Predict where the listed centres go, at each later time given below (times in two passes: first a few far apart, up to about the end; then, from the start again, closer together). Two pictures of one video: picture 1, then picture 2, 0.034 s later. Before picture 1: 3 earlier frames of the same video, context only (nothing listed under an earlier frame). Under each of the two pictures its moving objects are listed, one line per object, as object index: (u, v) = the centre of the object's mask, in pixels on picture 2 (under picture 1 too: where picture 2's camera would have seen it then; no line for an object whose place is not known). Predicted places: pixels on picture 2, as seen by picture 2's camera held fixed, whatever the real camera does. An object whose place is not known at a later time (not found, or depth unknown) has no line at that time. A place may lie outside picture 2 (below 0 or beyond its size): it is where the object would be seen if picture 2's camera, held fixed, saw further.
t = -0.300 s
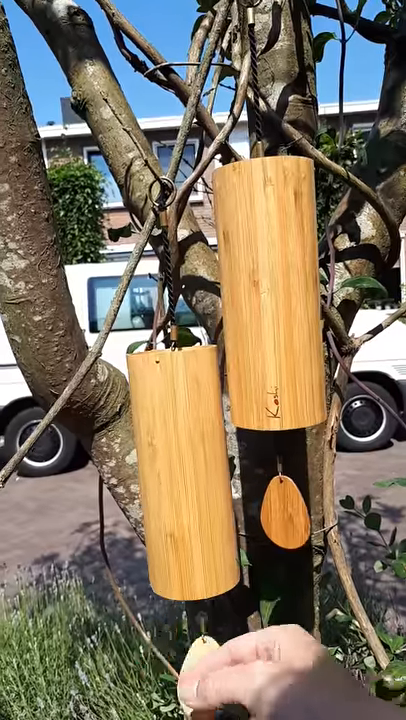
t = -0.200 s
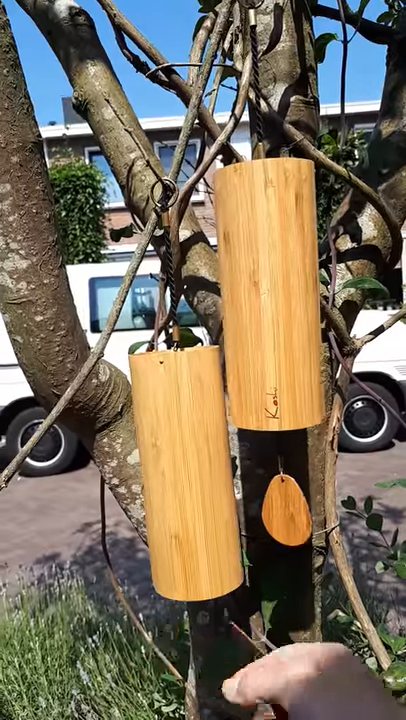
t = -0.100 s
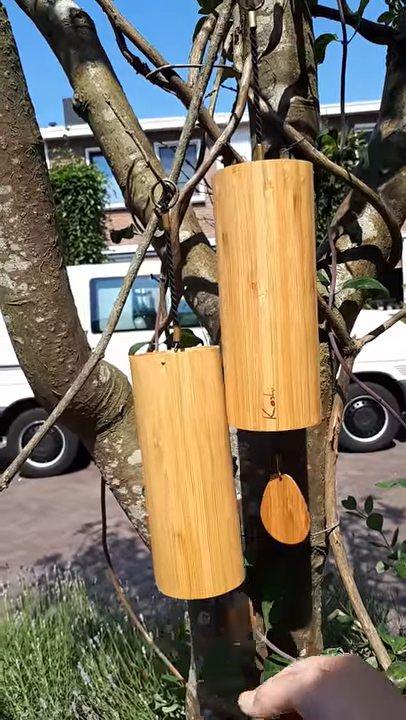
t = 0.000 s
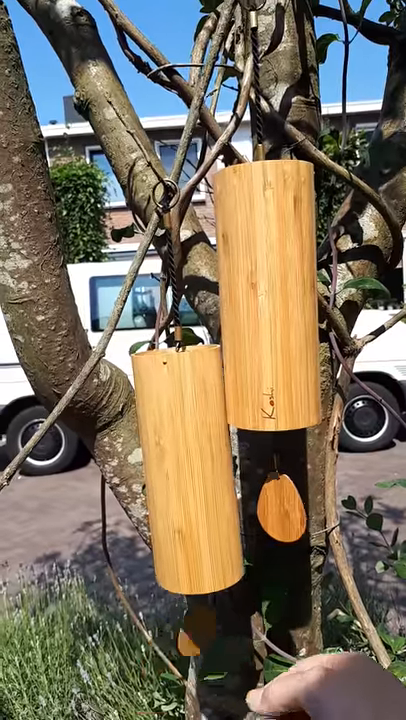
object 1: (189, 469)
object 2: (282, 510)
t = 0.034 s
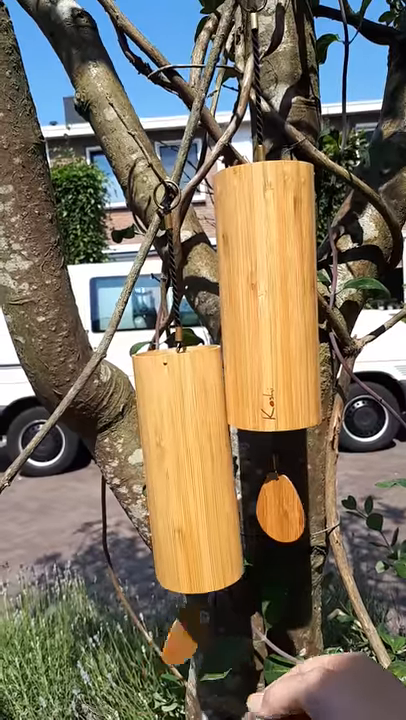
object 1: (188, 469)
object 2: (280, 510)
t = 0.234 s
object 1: (185, 464)
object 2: (277, 513)
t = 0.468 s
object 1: (183, 466)
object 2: (285, 514)
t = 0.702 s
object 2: (288, 511)
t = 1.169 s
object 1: (183, 468)
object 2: (273, 517)
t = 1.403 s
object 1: (181, 466)
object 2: (276, 515)
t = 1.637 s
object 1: (185, 467)
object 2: (280, 510)
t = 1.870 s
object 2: (282, 509)
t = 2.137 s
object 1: (186, 470)
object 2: (283, 518)
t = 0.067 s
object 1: (188, 468)
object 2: (279, 510)
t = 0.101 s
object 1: (188, 467)
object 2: (278, 510)
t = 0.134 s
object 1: (187, 466)
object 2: (277, 511)
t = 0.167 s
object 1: (187, 465)
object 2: (277, 512)
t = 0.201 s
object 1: (186, 464)
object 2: (277, 512)
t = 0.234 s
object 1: (185, 464)
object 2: (277, 513)
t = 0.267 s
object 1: (184, 464)
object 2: (277, 513)
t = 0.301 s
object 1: (184, 464)
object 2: (279, 514)
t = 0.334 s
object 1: (184, 464)
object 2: (280, 514)
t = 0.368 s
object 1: (183, 464)
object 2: (281, 514)
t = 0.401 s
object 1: (183, 465)
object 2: (283, 515)
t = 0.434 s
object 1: (183, 465)
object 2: (284, 514)
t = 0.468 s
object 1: (183, 466)
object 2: (285, 514)
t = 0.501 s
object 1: (184, 467)
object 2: (287, 514)
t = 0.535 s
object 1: (185, 467)
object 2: (288, 513)
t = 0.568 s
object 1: (185, 468)
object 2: (289, 512)
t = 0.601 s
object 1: (185, 469)
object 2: (289, 512)
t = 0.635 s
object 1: (186, 470)
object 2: (289, 511)
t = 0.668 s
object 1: (186, 470)
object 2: (289, 511)
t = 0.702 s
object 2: (288, 511)
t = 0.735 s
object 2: (287, 511)
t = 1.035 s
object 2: (275, 514)
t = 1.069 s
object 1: (184, 471)
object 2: (273, 516)
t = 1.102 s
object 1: (184, 470)
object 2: (273, 516)
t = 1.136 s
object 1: (183, 469)
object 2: (273, 519)
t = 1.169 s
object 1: (183, 468)
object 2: (273, 517)
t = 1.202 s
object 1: (182, 468)
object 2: (274, 518)
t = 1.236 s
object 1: (182, 467)
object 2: (275, 520)
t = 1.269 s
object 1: (182, 466)
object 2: (275, 520)
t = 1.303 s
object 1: (181, 466)
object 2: (276, 518)
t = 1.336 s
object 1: (181, 466)
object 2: (276, 517)
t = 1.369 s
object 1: (181, 466)
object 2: (276, 515)
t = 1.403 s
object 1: (181, 466)
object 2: (276, 515)
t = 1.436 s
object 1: (181, 465)
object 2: (276, 515)
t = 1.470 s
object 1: (181, 465)
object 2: (276, 513)
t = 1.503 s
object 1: (181, 465)
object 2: (277, 512)
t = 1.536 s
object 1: (182, 466)
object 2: (278, 511)
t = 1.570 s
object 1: (183, 466)
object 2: (277, 510)
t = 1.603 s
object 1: (184, 467)
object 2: (279, 510)
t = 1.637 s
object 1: (185, 467)
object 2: (280, 510)
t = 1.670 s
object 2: (279, 509)
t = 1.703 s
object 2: (280, 508)
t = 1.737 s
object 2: (281, 508)
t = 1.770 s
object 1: (188, 469)
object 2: (280, 507)
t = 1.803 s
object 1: (189, 469)
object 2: (280, 508)
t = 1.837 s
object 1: (189, 470)
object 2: (281, 509)
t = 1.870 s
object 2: (282, 509)
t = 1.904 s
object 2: (282, 510)
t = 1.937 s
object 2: (282, 511)
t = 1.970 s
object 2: (283, 513)
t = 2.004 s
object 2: (283, 515)
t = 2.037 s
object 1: (189, 471)
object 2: (283, 516)
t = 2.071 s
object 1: (188, 470)
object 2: (283, 516)
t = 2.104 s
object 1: (187, 470)
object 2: (283, 517)
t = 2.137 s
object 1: (186, 470)
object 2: (283, 518)
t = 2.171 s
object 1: (185, 469)
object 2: (283, 518)
